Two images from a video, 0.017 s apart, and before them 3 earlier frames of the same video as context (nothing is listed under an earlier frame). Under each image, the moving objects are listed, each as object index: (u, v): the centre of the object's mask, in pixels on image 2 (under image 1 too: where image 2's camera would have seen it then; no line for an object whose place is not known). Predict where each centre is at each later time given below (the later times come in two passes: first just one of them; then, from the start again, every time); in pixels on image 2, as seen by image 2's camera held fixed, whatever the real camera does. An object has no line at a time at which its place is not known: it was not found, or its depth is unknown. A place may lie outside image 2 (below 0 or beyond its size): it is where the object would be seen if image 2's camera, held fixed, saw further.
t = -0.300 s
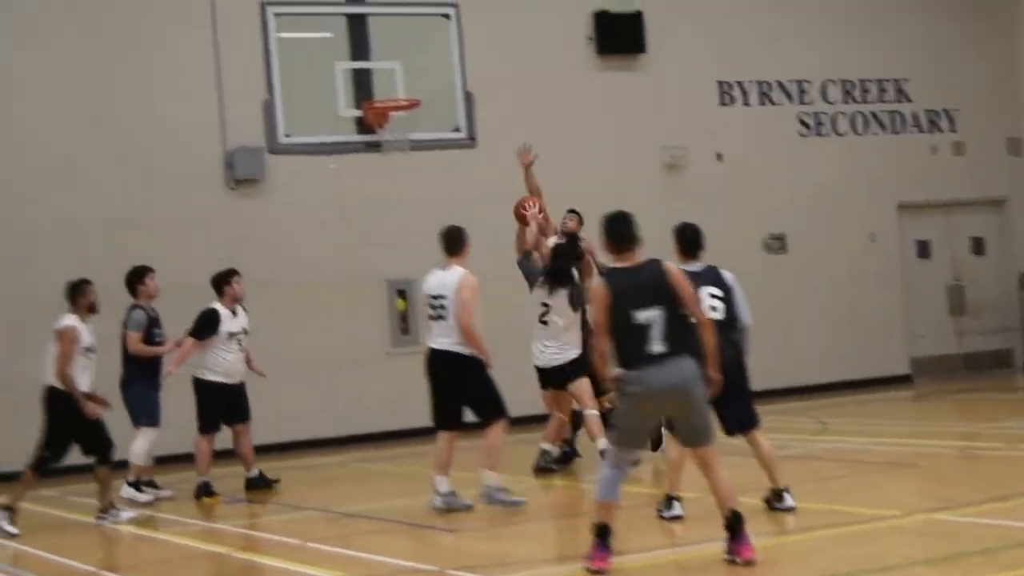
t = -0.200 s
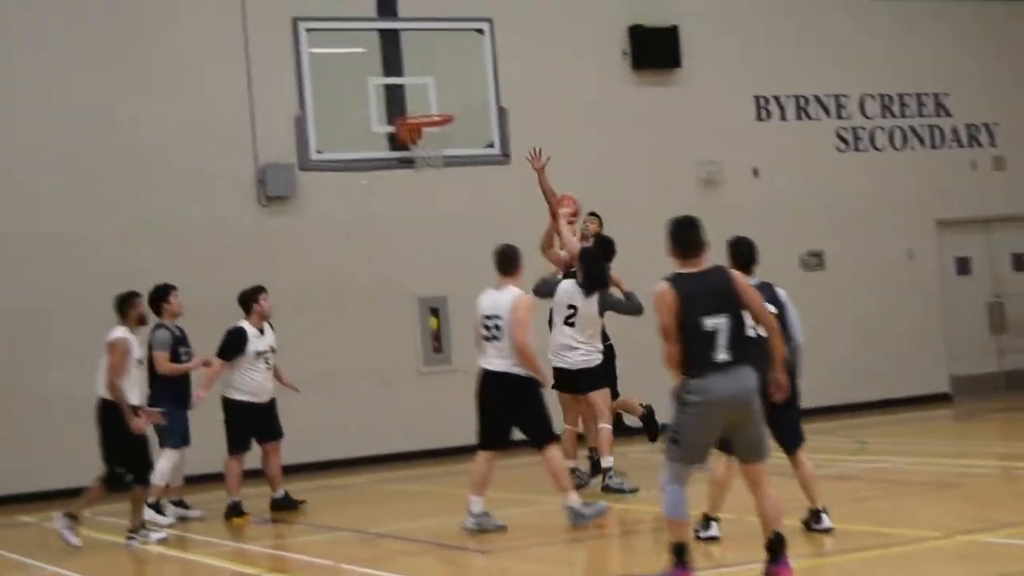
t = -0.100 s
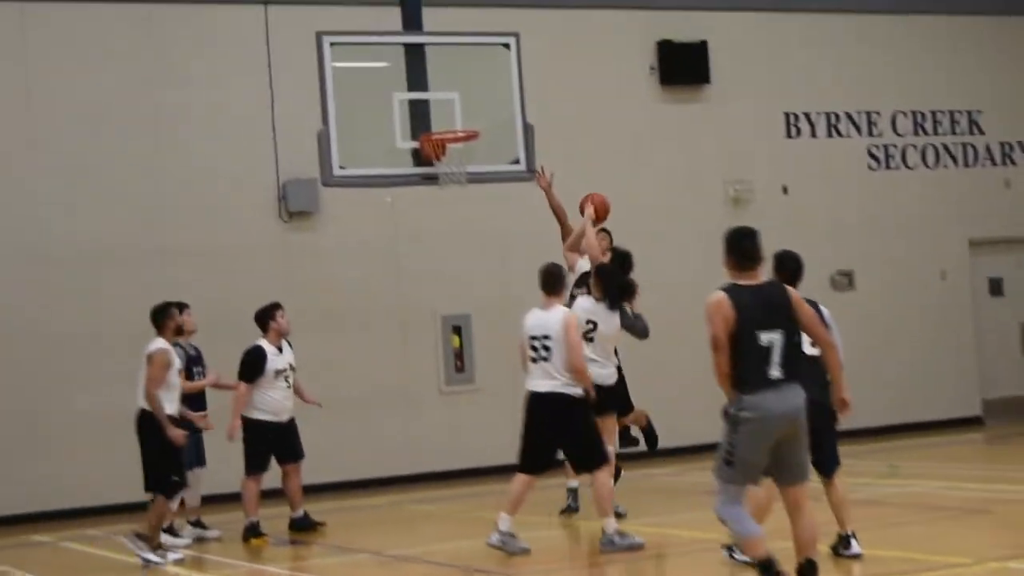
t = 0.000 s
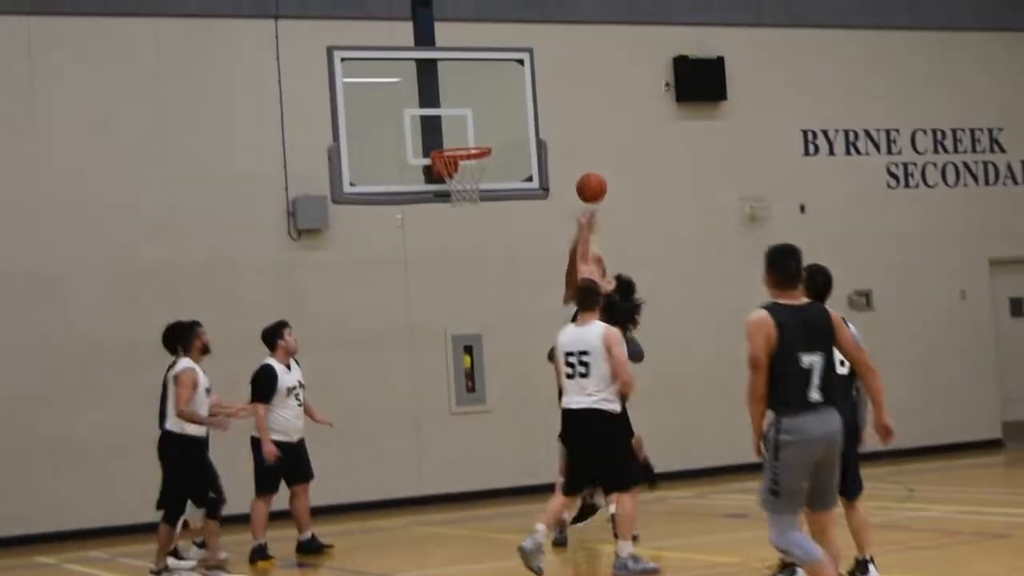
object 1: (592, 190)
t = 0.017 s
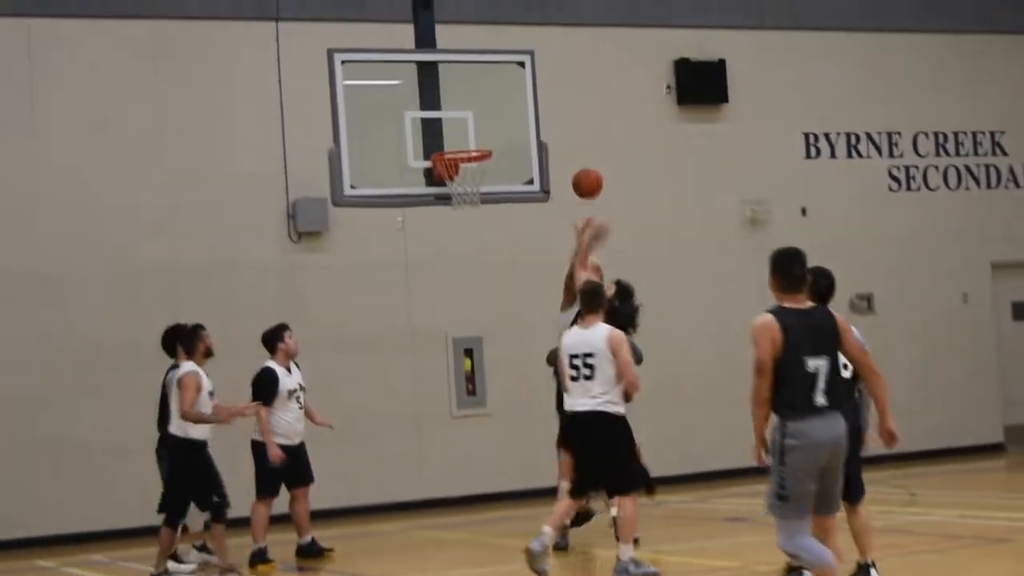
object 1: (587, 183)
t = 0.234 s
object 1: (527, 118)
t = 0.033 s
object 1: (582, 176)
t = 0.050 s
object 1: (577, 169)
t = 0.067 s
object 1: (572, 163)
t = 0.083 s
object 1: (568, 157)
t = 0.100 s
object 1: (563, 151)
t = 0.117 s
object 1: (559, 145)
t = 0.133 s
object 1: (554, 140)
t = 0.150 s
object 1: (549, 136)
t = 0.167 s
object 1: (545, 132)
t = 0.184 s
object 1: (540, 128)
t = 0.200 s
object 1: (535, 124)
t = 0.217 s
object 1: (531, 121)
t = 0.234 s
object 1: (527, 118)
